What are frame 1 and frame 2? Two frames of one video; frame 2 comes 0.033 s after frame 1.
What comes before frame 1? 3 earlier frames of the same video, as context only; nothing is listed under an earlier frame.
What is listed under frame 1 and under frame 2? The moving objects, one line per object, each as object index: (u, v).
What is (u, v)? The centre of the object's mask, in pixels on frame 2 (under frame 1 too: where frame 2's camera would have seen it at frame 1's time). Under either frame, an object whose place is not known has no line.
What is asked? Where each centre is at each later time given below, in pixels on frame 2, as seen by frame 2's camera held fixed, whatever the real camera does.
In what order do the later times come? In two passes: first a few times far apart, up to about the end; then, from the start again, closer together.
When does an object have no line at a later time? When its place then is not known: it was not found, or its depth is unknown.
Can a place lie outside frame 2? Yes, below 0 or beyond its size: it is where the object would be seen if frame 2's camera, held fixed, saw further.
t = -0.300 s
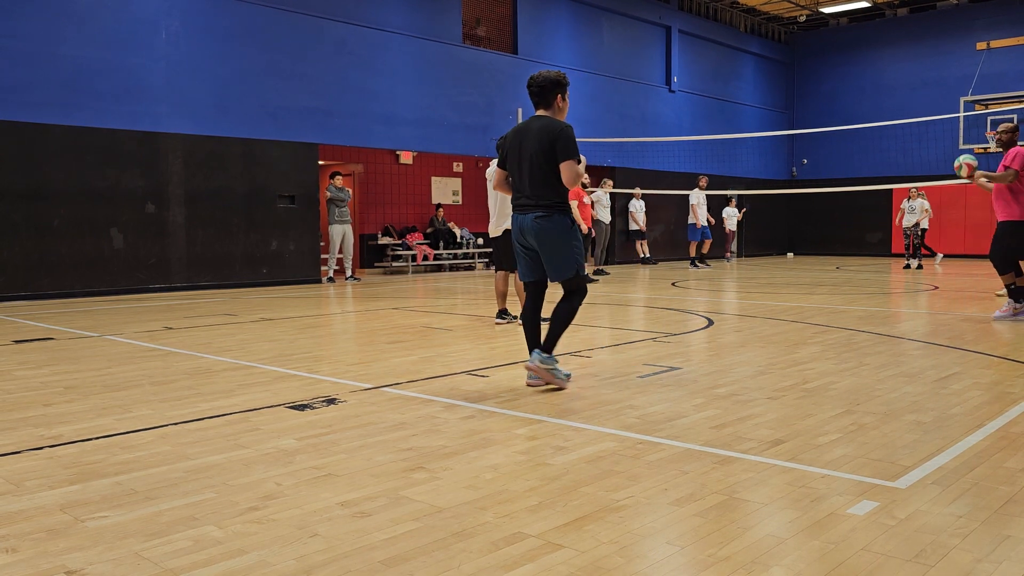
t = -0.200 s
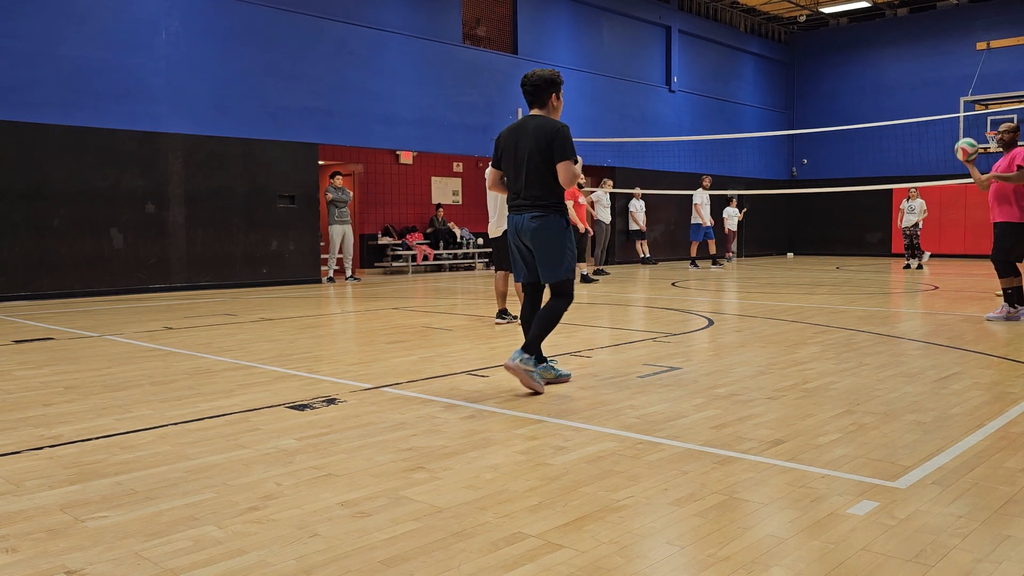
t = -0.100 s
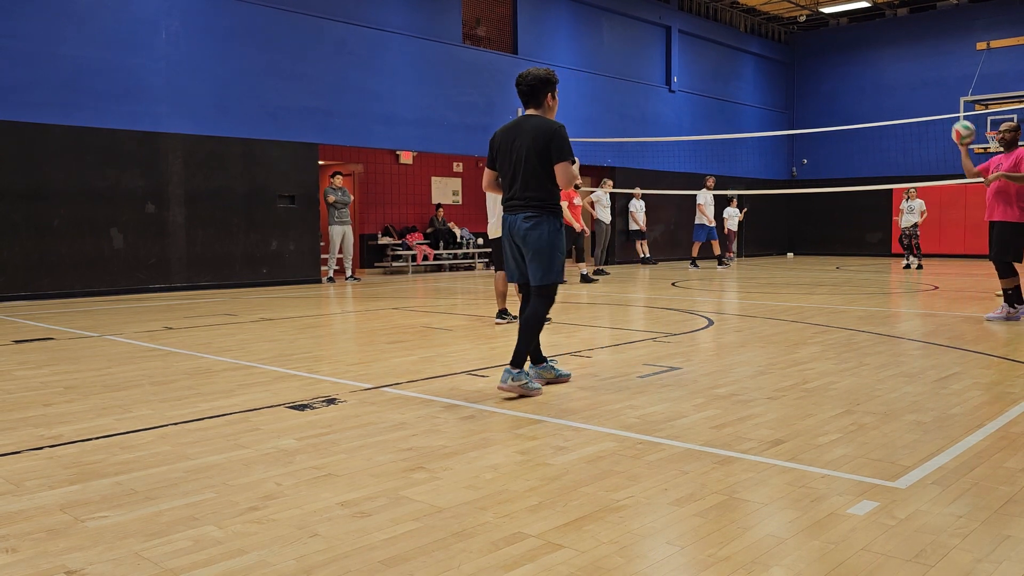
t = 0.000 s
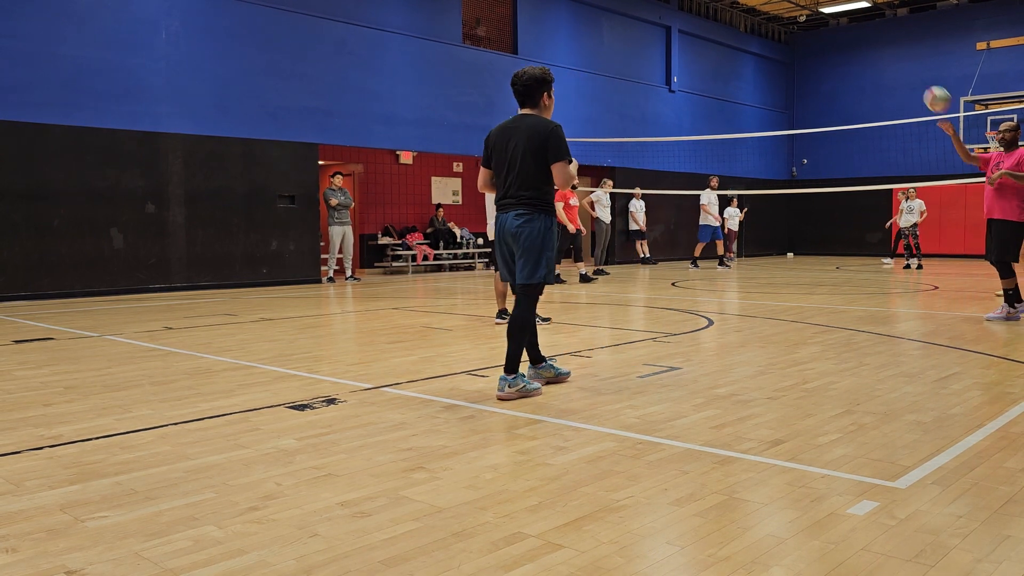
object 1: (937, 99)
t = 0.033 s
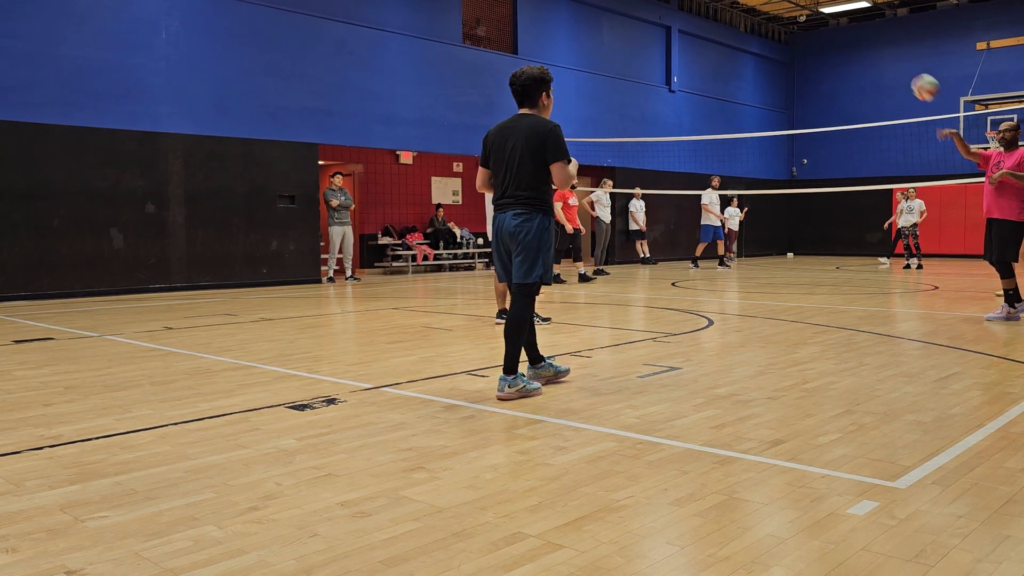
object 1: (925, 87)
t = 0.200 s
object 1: (858, 41)
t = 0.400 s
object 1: (758, 21)
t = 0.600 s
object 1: (630, 60)
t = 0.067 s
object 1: (912, 76)
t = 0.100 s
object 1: (900, 66)
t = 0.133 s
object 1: (886, 57)
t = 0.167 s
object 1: (873, 49)
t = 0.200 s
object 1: (858, 41)
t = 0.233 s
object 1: (843, 35)
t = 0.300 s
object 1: (812, 25)
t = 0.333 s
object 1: (795, 23)
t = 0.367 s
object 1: (777, 22)
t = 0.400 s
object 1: (758, 21)
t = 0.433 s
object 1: (739, 23)
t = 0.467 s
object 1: (719, 27)
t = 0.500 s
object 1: (698, 33)
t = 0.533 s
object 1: (676, 40)
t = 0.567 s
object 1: (653, 49)
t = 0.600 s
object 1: (630, 60)
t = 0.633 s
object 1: (605, 75)
